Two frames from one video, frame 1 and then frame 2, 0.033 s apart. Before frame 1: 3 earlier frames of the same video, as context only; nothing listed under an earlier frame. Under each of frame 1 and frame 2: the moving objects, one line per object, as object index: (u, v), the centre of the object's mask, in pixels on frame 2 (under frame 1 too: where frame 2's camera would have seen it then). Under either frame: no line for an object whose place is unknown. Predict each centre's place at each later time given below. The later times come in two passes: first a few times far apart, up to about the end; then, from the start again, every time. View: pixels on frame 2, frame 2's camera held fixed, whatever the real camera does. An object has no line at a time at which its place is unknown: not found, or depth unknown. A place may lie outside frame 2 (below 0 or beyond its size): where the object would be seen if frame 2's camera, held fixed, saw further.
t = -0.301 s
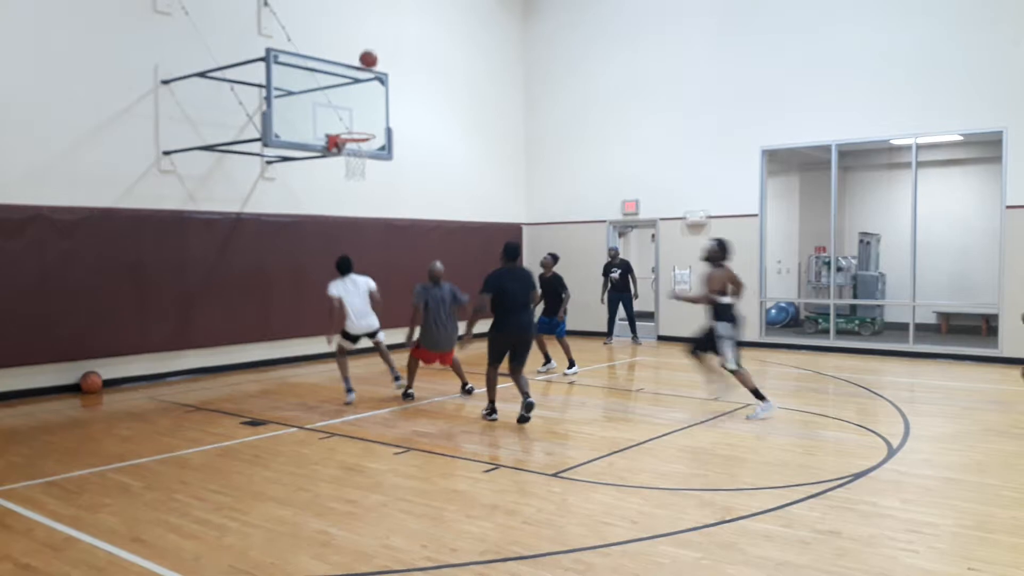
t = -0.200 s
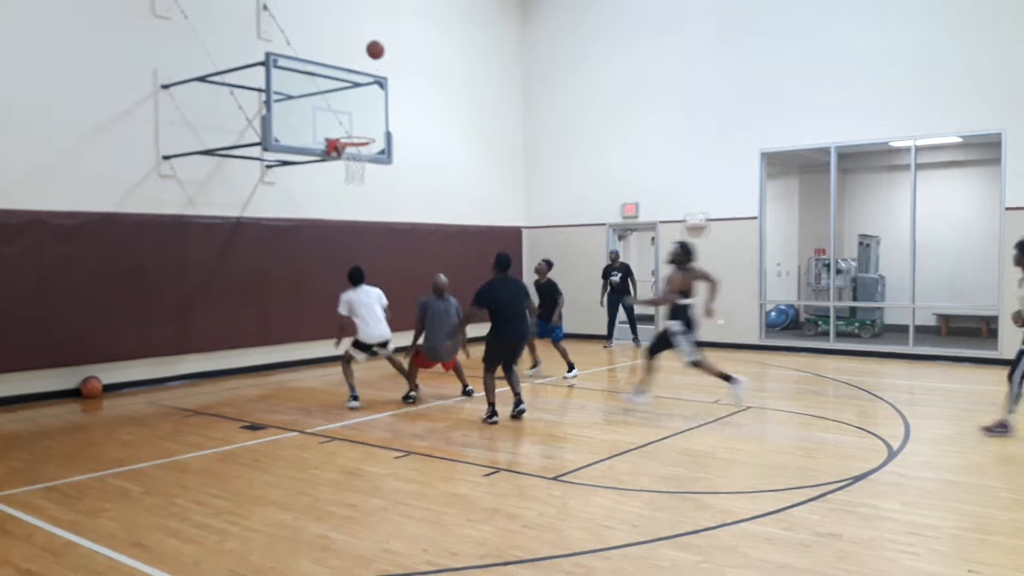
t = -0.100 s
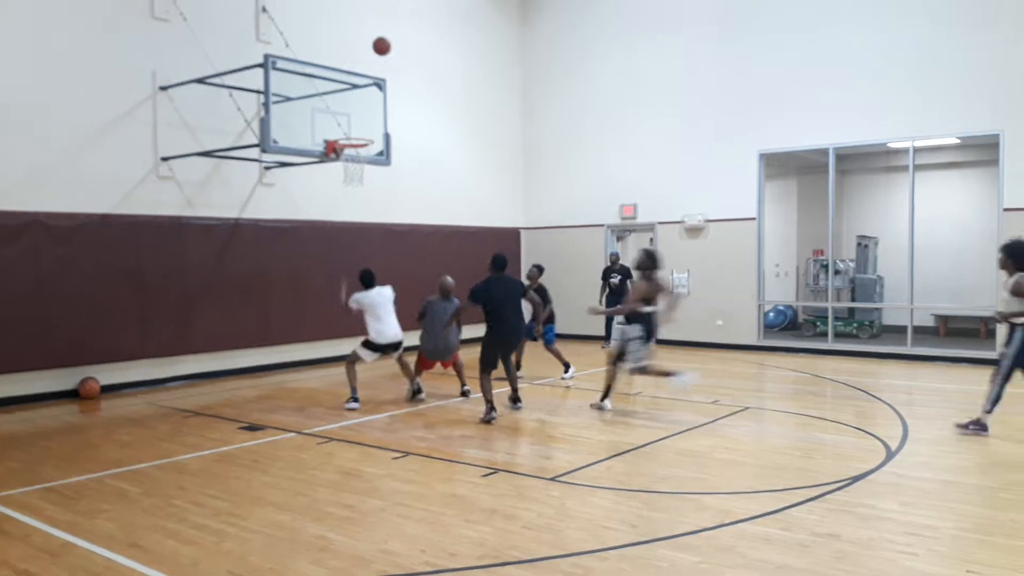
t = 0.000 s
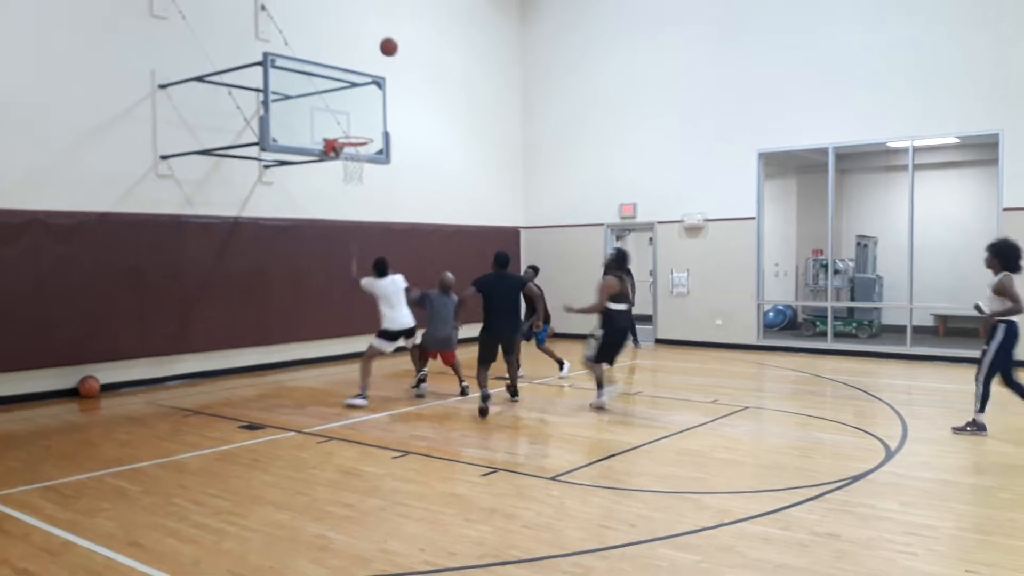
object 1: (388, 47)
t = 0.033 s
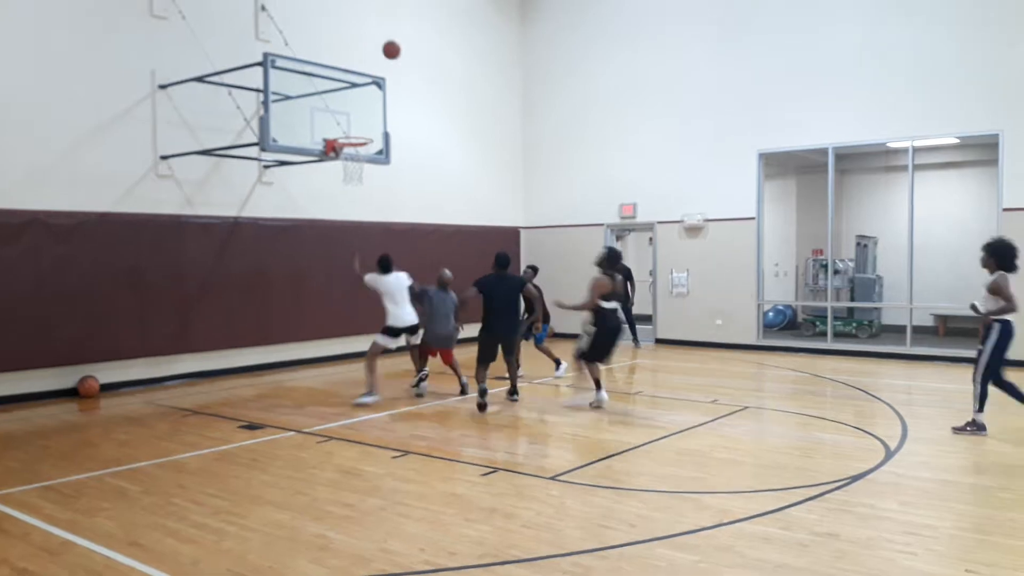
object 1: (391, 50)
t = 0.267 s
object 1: (410, 92)
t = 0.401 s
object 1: (422, 136)
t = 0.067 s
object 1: (394, 53)
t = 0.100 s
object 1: (397, 58)
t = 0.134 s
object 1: (398, 62)
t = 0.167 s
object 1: (402, 69)
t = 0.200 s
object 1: (405, 76)
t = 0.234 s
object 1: (407, 84)
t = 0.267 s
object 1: (410, 92)
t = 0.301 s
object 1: (413, 102)
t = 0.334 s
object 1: (416, 112)
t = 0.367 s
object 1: (419, 124)
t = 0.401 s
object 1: (422, 136)
